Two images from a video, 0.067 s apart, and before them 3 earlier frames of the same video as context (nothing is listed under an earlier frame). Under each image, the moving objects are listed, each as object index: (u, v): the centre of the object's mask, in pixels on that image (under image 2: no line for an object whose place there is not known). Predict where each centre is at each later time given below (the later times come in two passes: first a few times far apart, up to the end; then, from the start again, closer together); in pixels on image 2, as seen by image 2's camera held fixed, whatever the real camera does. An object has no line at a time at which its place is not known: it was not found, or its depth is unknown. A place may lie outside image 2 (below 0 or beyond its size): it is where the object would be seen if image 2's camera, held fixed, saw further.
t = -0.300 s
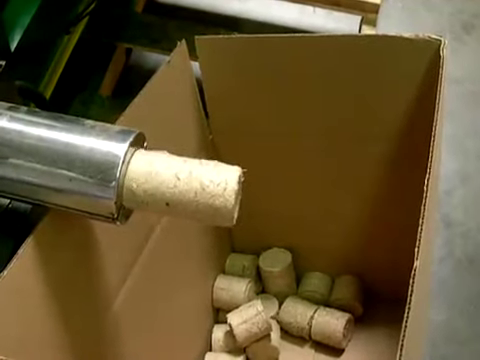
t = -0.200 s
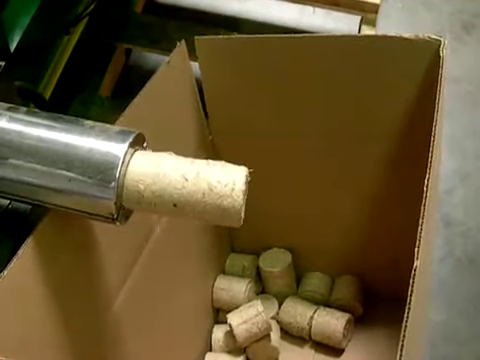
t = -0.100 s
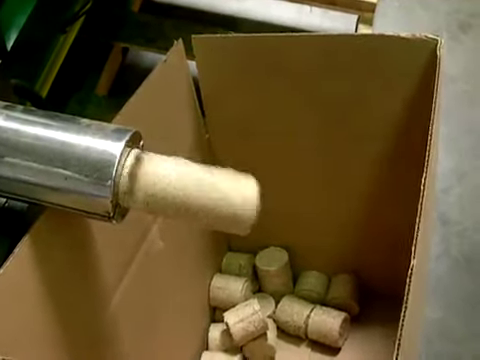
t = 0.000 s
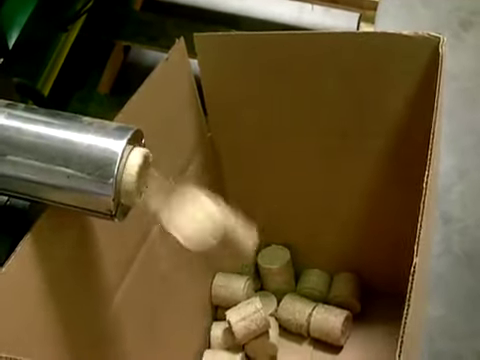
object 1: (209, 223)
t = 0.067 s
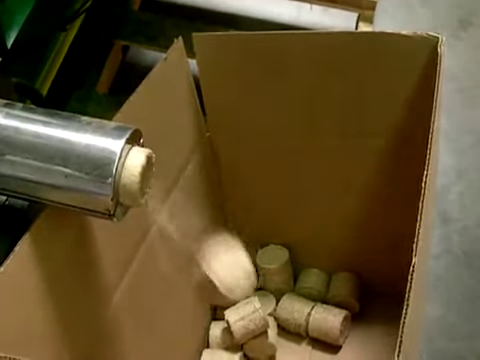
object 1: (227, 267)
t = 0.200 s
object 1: (214, 305)
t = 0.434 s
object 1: (220, 322)
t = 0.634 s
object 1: (217, 328)
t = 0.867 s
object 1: (217, 328)
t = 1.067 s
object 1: (217, 328)
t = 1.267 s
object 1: (217, 328)
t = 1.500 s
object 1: (216, 328)
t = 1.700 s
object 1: (216, 328)
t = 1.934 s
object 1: (216, 328)
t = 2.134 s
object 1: (217, 328)
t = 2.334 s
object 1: (216, 328)
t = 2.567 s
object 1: (217, 328)
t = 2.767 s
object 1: (217, 328)
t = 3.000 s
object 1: (217, 328)
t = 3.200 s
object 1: (217, 328)
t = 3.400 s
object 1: (217, 328)
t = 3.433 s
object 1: (217, 328)
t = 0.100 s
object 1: (207, 295)
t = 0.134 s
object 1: (201, 315)
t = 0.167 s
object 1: (206, 313)
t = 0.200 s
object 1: (214, 305)
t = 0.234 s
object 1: (229, 316)
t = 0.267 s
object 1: (231, 319)
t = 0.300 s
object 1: (231, 323)
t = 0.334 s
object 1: (230, 328)
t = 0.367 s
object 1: (229, 324)
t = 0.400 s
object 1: (224, 324)
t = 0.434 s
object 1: (220, 322)
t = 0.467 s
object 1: (219, 325)
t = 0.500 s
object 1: (218, 327)
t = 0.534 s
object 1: (217, 328)
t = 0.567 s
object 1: (217, 328)
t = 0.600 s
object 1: (217, 328)
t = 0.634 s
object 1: (217, 328)
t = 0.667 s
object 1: (217, 328)
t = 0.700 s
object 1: (216, 328)
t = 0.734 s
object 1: (217, 328)
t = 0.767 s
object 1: (217, 328)
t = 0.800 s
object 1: (217, 328)
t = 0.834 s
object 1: (217, 328)
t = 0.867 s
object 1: (217, 328)
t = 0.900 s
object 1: (217, 328)
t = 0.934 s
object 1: (217, 328)
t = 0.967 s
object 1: (217, 328)
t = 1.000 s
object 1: (216, 328)
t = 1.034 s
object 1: (217, 328)
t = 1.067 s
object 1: (217, 328)
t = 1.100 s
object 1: (217, 328)
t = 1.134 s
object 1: (217, 328)
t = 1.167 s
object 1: (216, 328)
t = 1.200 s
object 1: (216, 328)
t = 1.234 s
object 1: (217, 328)
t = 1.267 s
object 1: (217, 328)
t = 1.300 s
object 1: (216, 328)
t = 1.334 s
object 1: (216, 328)
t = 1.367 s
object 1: (216, 328)
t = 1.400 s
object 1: (216, 328)
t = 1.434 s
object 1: (216, 328)
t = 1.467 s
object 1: (216, 328)
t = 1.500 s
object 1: (216, 328)
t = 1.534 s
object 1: (216, 328)
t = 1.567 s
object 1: (216, 328)
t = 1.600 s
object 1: (216, 328)
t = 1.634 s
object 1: (216, 328)
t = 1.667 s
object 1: (216, 328)
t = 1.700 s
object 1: (216, 328)
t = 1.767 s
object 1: (216, 328)
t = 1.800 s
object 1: (216, 328)
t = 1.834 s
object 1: (216, 328)
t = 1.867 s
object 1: (216, 328)
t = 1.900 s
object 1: (216, 328)
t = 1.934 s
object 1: (216, 328)
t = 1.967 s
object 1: (216, 328)
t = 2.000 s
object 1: (216, 328)
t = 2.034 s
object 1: (216, 328)
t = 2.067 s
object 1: (216, 328)
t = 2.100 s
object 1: (216, 328)
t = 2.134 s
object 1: (217, 328)
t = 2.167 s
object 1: (216, 328)
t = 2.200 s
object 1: (216, 328)
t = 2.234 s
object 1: (217, 328)
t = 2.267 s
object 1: (216, 328)
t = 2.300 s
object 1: (217, 328)
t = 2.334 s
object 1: (216, 328)
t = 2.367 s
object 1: (216, 328)
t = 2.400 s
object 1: (216, 328)
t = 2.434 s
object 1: (216, 328)
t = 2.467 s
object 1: (217, 328)
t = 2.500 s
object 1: (217, 328)
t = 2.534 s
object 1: (217, 328)
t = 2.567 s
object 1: (217, 328)
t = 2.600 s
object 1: (216, 328)
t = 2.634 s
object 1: (217, 328)
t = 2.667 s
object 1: (217, 328)
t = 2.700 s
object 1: (217, 328)
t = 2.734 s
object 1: (217, 328)
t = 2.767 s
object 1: (217, 328)
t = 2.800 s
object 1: (217, 328)
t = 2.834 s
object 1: (217, 328)
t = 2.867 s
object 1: (217, 328)
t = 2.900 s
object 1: (217, 328)
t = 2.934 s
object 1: (217, 328)
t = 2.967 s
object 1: (217, 328)
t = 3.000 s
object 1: (217, 328)
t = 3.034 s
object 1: (217, 328)
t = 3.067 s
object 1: (217, 328)
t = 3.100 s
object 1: (217, 328)
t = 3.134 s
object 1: (217, 328)
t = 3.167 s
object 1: (217, 328)
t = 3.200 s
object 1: (217, 328)
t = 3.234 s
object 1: (217, 328)
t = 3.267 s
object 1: (217, 328)
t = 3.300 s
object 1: (217, 328)
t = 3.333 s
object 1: (217, 328)
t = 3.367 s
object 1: (217, 328)
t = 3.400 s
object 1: (217, 328)
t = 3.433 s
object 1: (217, 328)
